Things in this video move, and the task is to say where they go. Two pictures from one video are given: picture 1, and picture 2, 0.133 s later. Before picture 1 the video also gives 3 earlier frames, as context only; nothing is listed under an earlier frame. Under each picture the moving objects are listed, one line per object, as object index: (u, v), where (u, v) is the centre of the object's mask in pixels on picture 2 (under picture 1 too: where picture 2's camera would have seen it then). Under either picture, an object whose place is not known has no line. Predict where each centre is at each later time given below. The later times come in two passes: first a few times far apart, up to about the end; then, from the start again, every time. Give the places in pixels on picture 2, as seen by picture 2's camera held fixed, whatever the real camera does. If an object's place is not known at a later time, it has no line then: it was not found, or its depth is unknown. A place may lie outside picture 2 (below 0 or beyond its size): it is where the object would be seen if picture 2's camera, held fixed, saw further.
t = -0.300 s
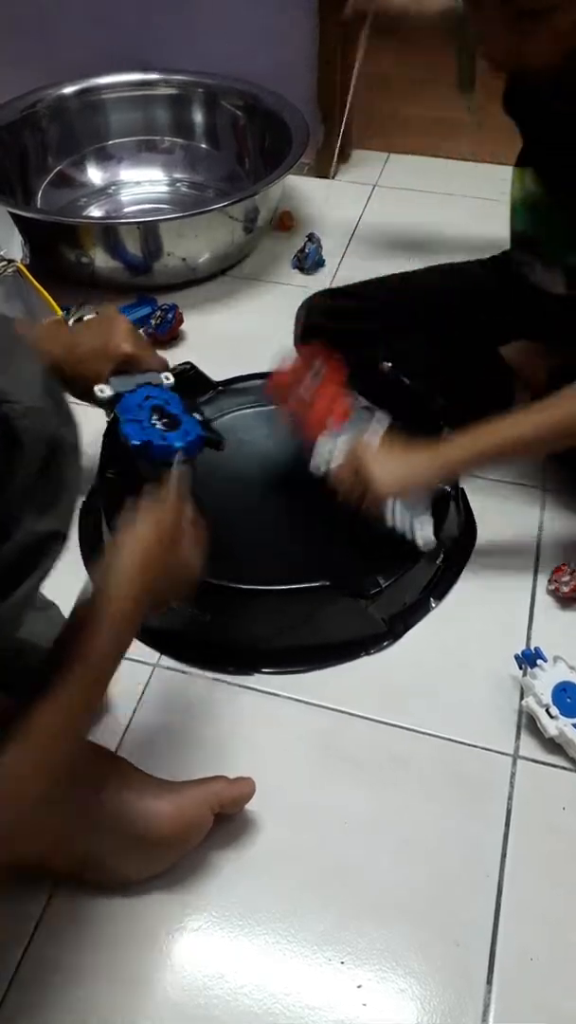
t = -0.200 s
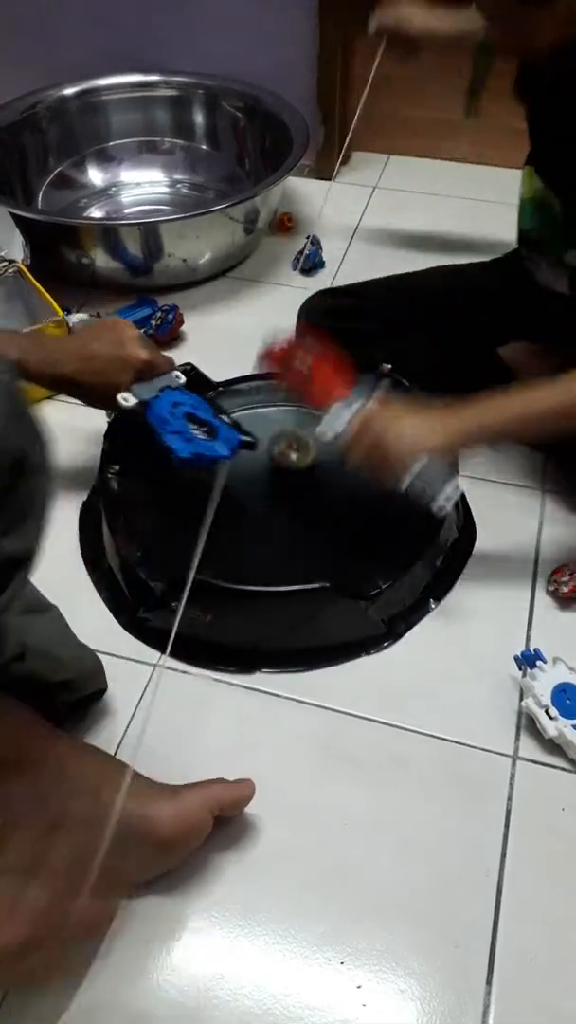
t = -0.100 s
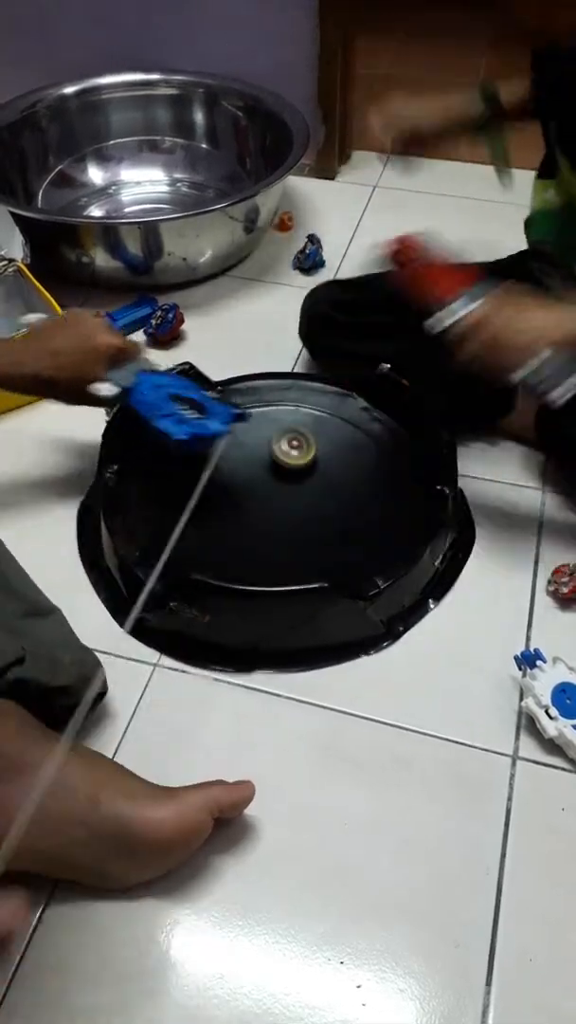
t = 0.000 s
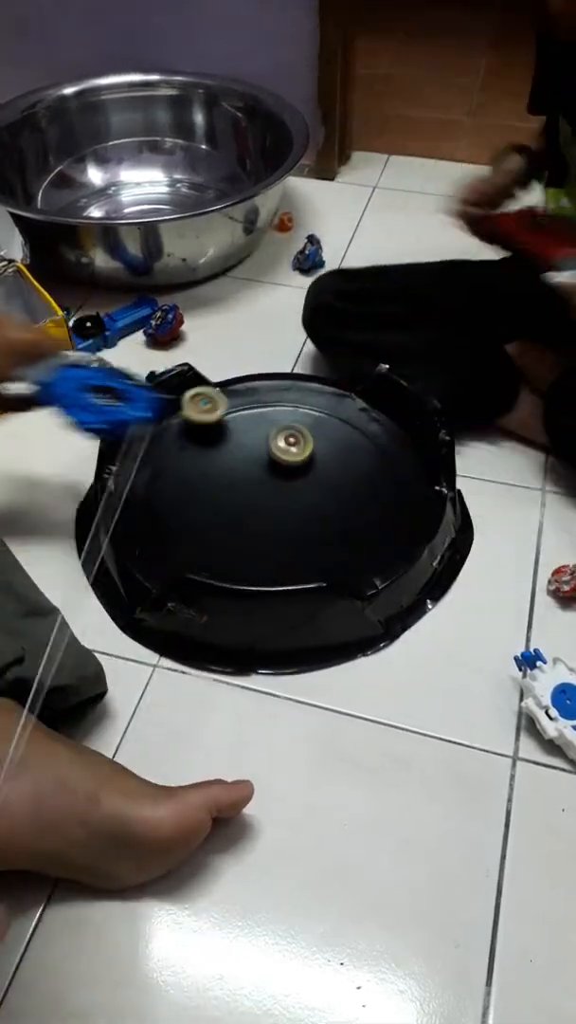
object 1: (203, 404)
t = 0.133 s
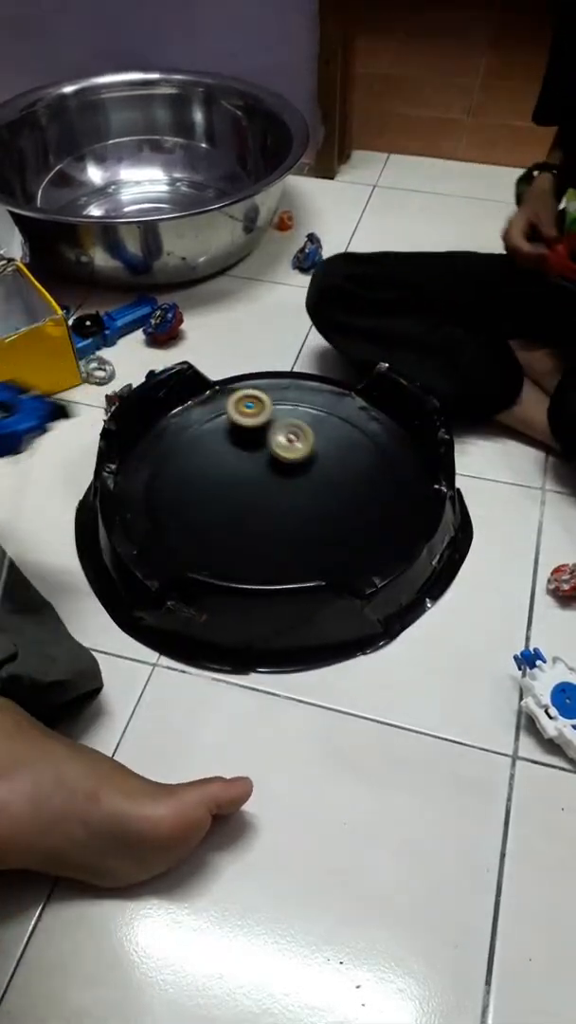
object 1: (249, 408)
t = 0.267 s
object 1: (282, 425)
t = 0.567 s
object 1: (262, 519)
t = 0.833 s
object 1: (155, 497)
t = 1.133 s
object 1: (177, 431)
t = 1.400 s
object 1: (211, 466)
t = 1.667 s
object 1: (239, 526)
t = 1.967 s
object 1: (194, 532)
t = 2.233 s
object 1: (255, 483)
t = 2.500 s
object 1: (314, 467)
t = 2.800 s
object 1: (291, 471)
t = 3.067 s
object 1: (283, 446)
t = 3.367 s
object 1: (267, 475)
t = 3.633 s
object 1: (212, 454)
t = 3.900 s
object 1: (271, 468)
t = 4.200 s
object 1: (226, 521)
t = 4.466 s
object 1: (212, 482)
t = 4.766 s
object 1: (294, 495)
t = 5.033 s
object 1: (278, 528)
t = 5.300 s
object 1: (259, 486)
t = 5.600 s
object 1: (278, 482)
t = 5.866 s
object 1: (266, 486)
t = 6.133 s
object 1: (265, 483)
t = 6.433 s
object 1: (241, 467)
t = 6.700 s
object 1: (249, 449)
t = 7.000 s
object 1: (279, 477)
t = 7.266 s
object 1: (270, 509)
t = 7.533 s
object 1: (265, 504)
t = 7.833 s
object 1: (294, 490)
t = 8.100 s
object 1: (300, 488)
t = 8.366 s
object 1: (284, 493)
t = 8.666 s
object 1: (257, 491)
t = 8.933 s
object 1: (237, 479)
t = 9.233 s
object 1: (222, 460)
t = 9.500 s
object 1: (264, 474)
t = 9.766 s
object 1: (284, 476)
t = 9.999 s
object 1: (291, 483)
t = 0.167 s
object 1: (257, 410)
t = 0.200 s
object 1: (265, 415)
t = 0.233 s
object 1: (275, 422)
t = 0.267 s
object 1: (282, 425)
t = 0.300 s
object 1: (289, 430)
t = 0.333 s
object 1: (295, 439)
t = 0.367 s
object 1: (300, 450)
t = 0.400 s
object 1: (303, 462)
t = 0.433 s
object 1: (302, 474)
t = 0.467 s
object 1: (296, 488)
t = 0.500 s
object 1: (287, 500)
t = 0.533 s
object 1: (276, 511)
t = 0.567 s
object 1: (262, 519)
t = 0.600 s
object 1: (247, 524)
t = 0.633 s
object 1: (230, 527)
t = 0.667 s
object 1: (214, 527)
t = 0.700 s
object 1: (200, 525)
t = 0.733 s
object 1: (186, 520)
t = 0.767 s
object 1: (173, 514)
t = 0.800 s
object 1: (163, 506)
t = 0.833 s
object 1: (155, 497)
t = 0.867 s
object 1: (153, 487)
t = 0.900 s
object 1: (155, 477)
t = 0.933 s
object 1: (159, 466)
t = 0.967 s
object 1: (164, 455)
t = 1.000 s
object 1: (172, 446)
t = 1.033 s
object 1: (182, 438)
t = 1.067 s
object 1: (193, 432)
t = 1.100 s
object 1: (187, 430)
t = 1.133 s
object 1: (177, 431)
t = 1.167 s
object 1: (173, 432)
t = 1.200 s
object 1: (174, 435)
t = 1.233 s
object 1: (178, 439)
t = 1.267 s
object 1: (183, 442)
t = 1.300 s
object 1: (190, 447)
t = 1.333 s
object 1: (196, 453)
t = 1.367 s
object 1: (204, 459)
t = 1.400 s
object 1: (211, 466)
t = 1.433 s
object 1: (218, 473)
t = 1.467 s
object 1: (224, 480)
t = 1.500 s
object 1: (230, 488)
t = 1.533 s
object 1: (234, 497)
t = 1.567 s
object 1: (238, 504)
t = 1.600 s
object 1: (239, 512)
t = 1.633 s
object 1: (240, 519)
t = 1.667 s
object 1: (239, 526)
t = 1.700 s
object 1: (237, 532)
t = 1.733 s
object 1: (233, 537)
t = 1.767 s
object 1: (228, 541)
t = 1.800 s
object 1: (221, 544)
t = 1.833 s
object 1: (214, 547)
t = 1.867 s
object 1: (207, 547)
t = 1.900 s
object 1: (201, 544)
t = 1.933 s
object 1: (197, 538)
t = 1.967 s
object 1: (194, 532)
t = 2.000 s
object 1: (193, 526)
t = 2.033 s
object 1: (196, 519)
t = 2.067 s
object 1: (200, 513)
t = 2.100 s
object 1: (206, 506)
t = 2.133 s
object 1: (215, 499)
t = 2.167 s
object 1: (227, 493)
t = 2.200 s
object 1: (240, 488)
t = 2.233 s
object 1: (255, 483)
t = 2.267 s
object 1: (271, 480)
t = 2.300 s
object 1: (286, 477)
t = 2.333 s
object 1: (291, 473)
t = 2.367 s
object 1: (294, 469)
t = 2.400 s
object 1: (297, 466)
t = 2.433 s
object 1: (302, 465)
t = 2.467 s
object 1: (308, 466)
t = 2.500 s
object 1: (314, 467)
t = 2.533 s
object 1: (321, 469)
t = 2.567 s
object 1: (326, 473)
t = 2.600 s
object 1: (331, 478)
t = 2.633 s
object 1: (327, 478)
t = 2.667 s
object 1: (318, 476)
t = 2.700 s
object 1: (310, 476)
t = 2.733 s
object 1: (303, 475)
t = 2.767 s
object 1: (297, 474)
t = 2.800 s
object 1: (291, 471)
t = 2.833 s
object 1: (285, 468)
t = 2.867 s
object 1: (281, 464)
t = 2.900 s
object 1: (277, 460)
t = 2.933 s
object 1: (276, 456)
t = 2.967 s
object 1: (275, 452)
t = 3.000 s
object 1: (276, 449)
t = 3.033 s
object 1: (279, 446)
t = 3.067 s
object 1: (283, 446)
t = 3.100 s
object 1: (286, 447)
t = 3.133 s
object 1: (288, 450)
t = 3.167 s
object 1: (290, 453)
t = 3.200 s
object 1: (291, 457)
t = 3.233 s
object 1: (291, 461)
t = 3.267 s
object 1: (288, 465)
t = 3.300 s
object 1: (284, 468)
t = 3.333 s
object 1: (277, 472)
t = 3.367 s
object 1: (267, 475)
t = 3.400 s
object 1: (259, 477)
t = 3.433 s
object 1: (248, 478)
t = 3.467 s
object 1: (239, 476)
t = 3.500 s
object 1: (230, 474)
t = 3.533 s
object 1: (221, 470)
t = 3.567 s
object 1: (215, 465)
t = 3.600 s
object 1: (213, 459)
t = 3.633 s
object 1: (212, 454)
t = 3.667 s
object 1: (215, 449)
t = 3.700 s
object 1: (222, 445)
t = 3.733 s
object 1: (230, 443)
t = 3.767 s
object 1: (240, 445)
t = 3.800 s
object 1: (248, 448)
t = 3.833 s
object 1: (259, 454)
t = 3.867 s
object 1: (266, 461)
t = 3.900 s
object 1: (271, 468)
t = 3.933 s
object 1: (274, 475)
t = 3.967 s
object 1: (275, 484)
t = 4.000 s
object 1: (273, 493)
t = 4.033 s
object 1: (270, 502)
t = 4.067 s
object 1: (264, 509)
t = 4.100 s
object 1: (256, 515)
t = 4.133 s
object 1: (246, 519)
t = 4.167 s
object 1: (236, 521)
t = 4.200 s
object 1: (226, 521)
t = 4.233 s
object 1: (217, 518)
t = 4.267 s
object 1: (209, 514)
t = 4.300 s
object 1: (202, 509)
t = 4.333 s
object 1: (198, 503)
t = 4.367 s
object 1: (197, 496)
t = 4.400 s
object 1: (199, 489)
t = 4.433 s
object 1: (204, 484)
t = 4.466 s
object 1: (212, 482)
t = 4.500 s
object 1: (221, 482)
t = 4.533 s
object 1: (230, 481)
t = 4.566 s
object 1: (240, 481)
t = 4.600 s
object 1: (249, 481)
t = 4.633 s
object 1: (258, 482)
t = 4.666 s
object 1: (267, 484)
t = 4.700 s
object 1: (276, 487)
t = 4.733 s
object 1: (286, 491)
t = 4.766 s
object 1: (294, 495)
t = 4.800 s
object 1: (301, 501)
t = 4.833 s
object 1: (306, 506)
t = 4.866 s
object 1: (309, 512)
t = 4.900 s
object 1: (308, 517)
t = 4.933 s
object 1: (303, 521)
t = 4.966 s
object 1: (296, 525)
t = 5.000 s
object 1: (287, 528)
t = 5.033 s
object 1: (278, 528)
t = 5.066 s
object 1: (270, 527)
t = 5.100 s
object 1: (263, 524)
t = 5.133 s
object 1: (258, 519)
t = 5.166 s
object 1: (255, 513)
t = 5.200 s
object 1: (255, 506)
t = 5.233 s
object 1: (256, 498)
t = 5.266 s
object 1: (258, 490)
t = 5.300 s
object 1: (259, 486)
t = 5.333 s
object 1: (259, 485)
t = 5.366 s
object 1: (260, 484)
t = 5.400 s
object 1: (262, 482)
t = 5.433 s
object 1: (265, 480)
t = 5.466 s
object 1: (268, 479)
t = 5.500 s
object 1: (273, 479)
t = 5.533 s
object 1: (275, 480)
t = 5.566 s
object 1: (278, 481)
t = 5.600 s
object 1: (278, 482)
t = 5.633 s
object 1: (278, 483)
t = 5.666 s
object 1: (274, 486)
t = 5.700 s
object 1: (271, 487)
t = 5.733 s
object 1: (268, 487)
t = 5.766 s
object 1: (266, 487)
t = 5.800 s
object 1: (265, 487)
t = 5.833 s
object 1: (265, 486)
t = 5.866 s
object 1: (266, 486)
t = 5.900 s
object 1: (266, 486)
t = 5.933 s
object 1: (266, 486)
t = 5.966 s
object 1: (266, 486)
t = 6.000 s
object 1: (265, 485)
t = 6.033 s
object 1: (265, 485)
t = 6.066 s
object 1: (264, 484)
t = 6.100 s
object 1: (264, 483)
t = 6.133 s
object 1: (265, 483)
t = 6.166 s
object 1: (265, 483)
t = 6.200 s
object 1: (266, 483)
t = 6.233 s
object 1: (267, 484)
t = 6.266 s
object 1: (266, 485)
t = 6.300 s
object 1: (263, 484)
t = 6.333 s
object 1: (254, 479)
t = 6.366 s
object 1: (248, 475)
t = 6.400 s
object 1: (244, 471)
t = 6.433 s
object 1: (241, 467)
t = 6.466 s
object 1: (239, 464)
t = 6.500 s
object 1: (238, 460)
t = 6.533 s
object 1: (238, 457)
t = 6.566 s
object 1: (238, 454)
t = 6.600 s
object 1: (240, 452)
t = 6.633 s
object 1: (242, 450)
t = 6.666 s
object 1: (245, 449)
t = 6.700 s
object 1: (249, 449)
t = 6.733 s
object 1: (253, 449)
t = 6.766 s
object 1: (258, 450)
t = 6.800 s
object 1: (263, 452)
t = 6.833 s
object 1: (268, 455)
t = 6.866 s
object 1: (272, 459)
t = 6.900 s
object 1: (275, 463)
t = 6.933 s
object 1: (277, 467)
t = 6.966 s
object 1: (278, 472)
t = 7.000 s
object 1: (279, 477)
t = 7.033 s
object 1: (278, 482)
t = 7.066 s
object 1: (278, 488)
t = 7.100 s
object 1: (275, 492)
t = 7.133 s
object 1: (273, 496)
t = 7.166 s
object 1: (273, 500)
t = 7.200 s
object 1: (273, 503)
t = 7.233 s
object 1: (271, 506)
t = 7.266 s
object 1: (270, 509)
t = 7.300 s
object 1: (267, 510)
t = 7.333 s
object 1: (265, 510)
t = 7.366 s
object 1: (263, 510)
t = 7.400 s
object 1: (261, 508)
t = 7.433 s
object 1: (260, 506)
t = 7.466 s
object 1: (261, 505)
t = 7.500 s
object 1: (263, 505)
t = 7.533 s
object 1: (265, 504)
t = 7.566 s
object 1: (267, 502)
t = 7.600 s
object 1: (270, 501)
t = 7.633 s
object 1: (273, 499)
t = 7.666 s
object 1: (276, 497)
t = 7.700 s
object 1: (280, 495)
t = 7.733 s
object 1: (284, 494)
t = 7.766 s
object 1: (288, 492)
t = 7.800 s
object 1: (291, 491)
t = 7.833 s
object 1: (294, 490)
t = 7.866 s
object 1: (297, 489)
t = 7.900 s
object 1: (299, 489)
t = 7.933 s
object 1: (301, 488)
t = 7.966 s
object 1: (302, 488)
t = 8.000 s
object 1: (302, 488)
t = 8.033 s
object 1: (302, 488)
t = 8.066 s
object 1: (301, 488)
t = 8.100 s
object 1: (300, 488)
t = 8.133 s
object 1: (298, 489)
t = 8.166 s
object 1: (296, 490)
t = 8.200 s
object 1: (295, 491)
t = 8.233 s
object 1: (294, 492)
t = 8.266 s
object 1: (292, 491)
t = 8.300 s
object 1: (290, 491)
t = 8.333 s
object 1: (286, 491)
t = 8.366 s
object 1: (284, 493)
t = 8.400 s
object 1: (281, 496)
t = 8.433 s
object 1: (278, 498)
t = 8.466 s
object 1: (275, 498)
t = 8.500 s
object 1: (272, 499)
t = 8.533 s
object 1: (269, 498)
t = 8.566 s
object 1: (265, 497)
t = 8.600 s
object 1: (262, 496)
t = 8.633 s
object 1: (259, 493)
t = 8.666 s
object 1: (257, 491)
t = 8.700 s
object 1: (256, 489)
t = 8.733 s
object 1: (253, 488)
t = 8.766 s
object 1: (250, 488)
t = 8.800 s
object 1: (247, 486)
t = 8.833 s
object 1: (245, 485)
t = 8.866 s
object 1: (243, 483)
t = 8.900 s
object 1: (242, 481)
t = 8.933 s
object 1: (237, 479)
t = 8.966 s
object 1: (230, 477)
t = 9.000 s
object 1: (224, 475)
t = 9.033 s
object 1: (220, 473)
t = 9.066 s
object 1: (217, 470)
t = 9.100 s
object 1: (215, 468)
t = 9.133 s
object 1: (215, 465)
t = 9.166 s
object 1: (216, 463)
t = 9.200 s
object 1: (219, 461)
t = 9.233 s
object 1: (222, 460)
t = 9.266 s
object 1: (227, 460)
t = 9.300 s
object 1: (233, 460)
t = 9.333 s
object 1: (239, 462)
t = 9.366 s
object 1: (245, 464)
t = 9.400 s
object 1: (251, 466)
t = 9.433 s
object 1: (256, 470)
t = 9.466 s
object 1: (260, 473)
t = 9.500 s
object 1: (264, 474)
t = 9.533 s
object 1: (267, 475)
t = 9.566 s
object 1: (269, 477)
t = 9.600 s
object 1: (272, 479)
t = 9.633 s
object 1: (274, 480)
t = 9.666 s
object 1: (277, 478)
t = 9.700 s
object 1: (279, 477)
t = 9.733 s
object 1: (281, 476)
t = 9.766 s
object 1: (284, 476)
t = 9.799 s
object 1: (287, 477)
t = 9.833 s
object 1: (289, 477)
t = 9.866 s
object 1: (290, 478)
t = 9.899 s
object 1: (291, 479)
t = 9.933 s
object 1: (291, 481)
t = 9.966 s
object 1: (291, 482)
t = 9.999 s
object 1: (291, 483)
